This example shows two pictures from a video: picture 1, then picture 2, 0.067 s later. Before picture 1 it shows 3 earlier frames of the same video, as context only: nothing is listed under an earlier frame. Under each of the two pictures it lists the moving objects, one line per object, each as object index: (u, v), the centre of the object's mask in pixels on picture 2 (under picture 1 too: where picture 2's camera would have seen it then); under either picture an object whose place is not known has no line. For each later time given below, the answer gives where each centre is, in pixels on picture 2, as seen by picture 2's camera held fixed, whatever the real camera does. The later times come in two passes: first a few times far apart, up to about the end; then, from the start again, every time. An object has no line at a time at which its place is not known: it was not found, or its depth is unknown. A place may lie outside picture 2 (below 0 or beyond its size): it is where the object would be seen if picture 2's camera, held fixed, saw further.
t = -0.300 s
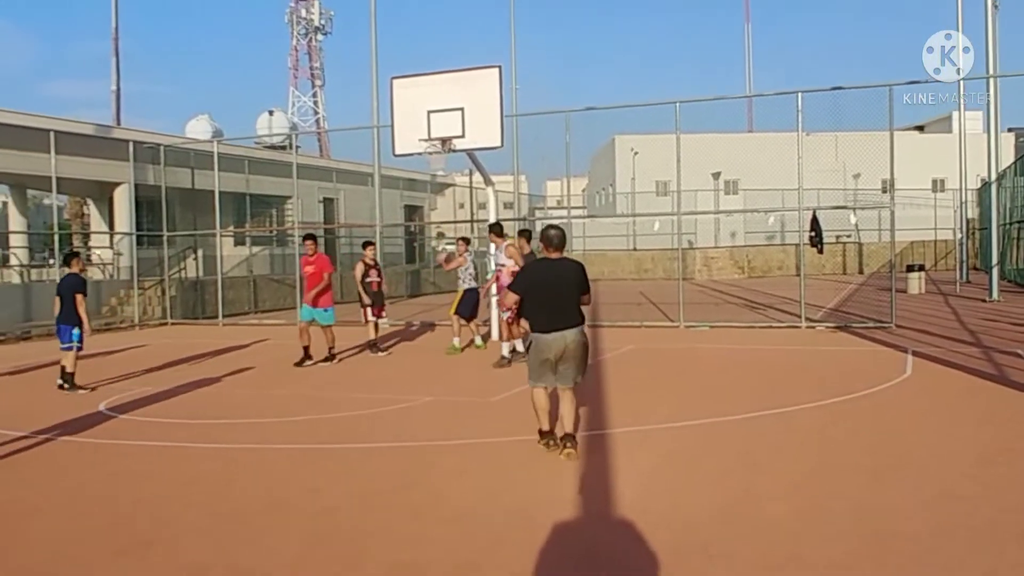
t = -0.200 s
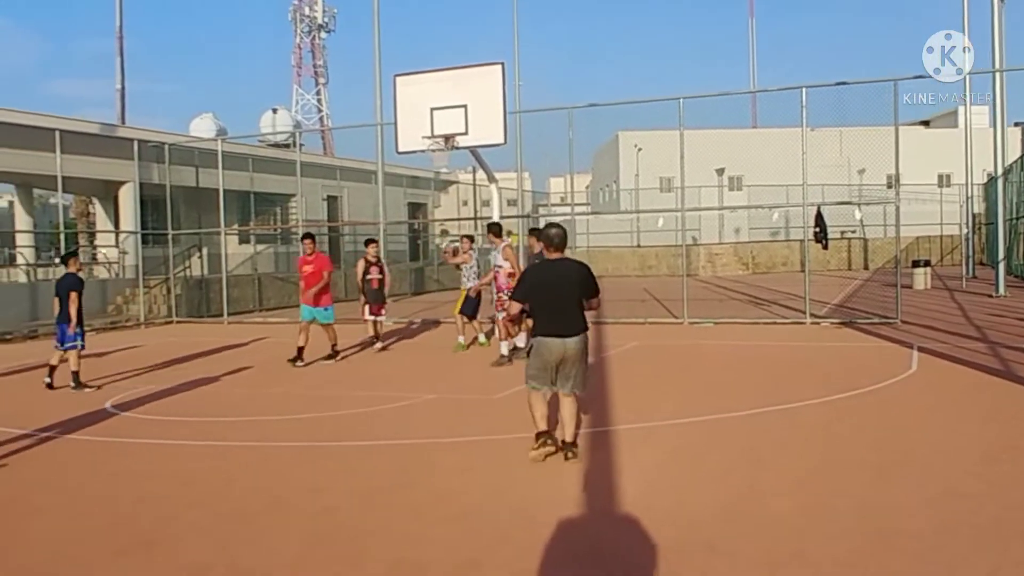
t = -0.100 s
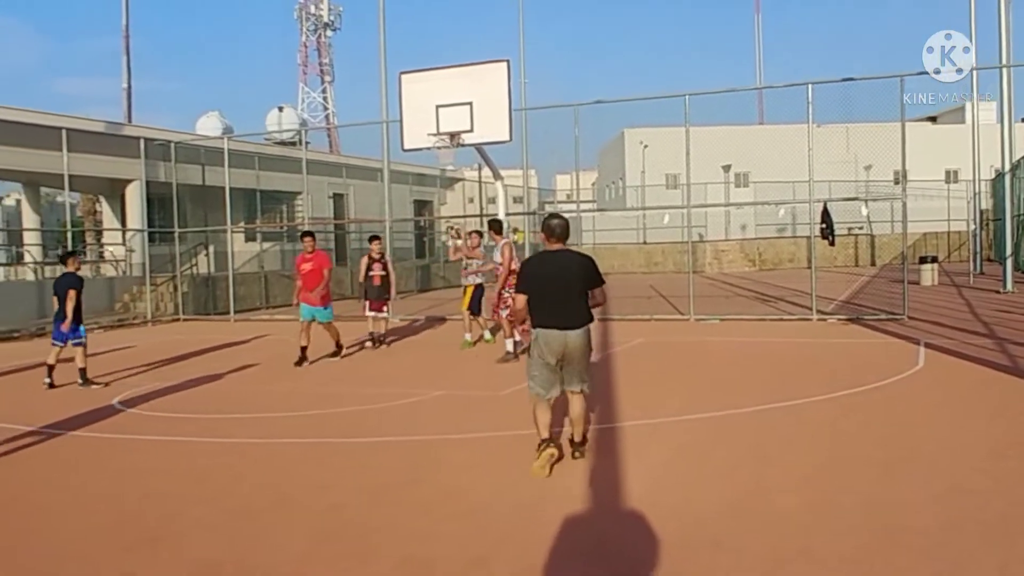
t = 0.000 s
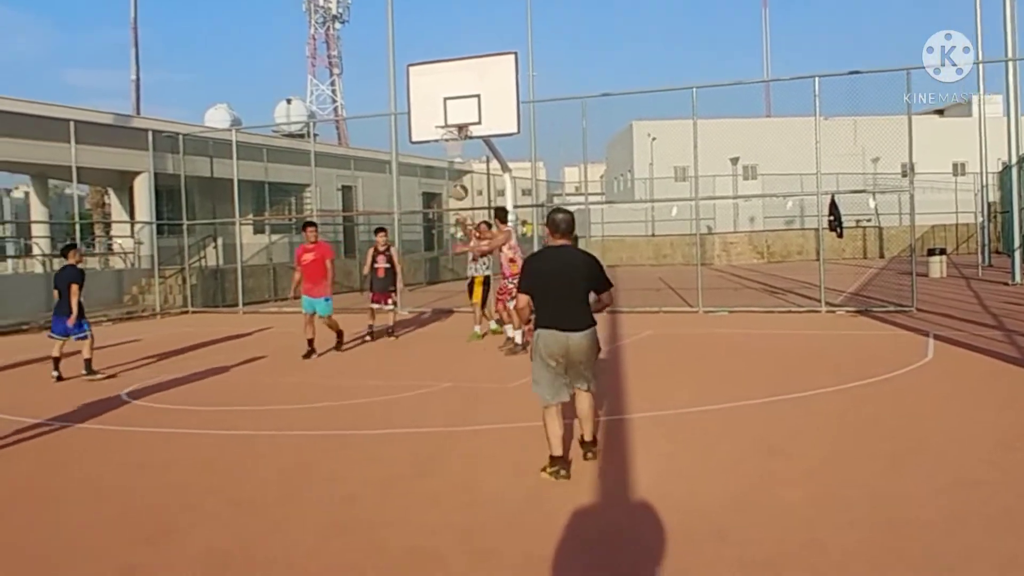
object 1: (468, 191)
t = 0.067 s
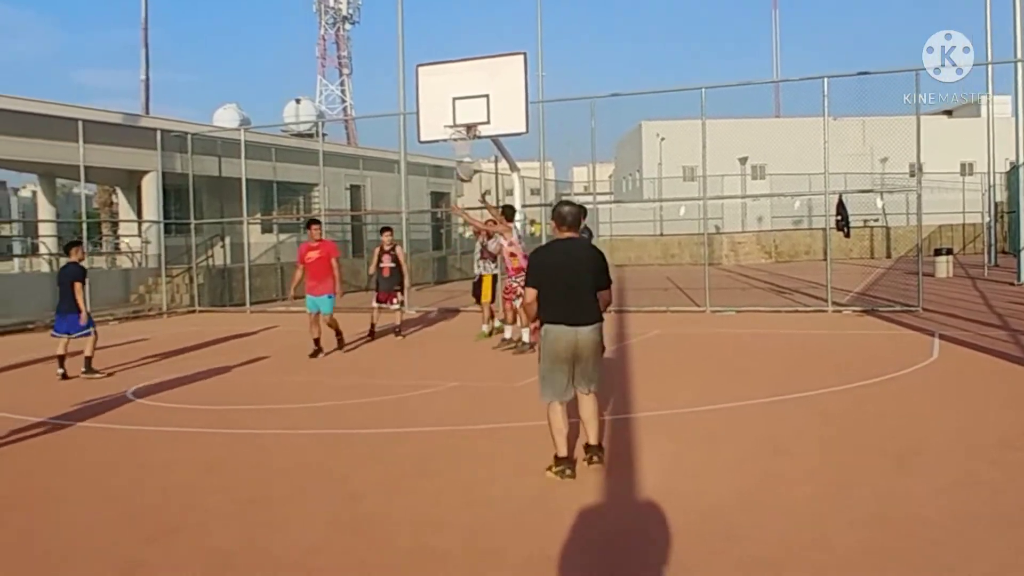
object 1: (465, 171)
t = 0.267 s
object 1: (456, 127)
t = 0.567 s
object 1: (437, 101)
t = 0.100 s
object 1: (464, 164)
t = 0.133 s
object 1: (462, 157)
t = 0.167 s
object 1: (460, 148)
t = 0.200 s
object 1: (458, 141)
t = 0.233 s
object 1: (457, 135)
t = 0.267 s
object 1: (456, 127)
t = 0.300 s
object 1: (454, 121)
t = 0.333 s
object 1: (452, 116)
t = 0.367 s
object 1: (450, 111)
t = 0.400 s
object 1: (448, 107)
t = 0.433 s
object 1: (447, 104)
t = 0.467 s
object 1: (445, 102)
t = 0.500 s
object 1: (442, 101)
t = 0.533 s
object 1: (440, 100)
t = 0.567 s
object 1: (437, 101)
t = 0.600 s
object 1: (435, 103)
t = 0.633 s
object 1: (432, 105)
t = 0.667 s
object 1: (430, 110)
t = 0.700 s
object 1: (429, 116)
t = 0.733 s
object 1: (427, 125)
